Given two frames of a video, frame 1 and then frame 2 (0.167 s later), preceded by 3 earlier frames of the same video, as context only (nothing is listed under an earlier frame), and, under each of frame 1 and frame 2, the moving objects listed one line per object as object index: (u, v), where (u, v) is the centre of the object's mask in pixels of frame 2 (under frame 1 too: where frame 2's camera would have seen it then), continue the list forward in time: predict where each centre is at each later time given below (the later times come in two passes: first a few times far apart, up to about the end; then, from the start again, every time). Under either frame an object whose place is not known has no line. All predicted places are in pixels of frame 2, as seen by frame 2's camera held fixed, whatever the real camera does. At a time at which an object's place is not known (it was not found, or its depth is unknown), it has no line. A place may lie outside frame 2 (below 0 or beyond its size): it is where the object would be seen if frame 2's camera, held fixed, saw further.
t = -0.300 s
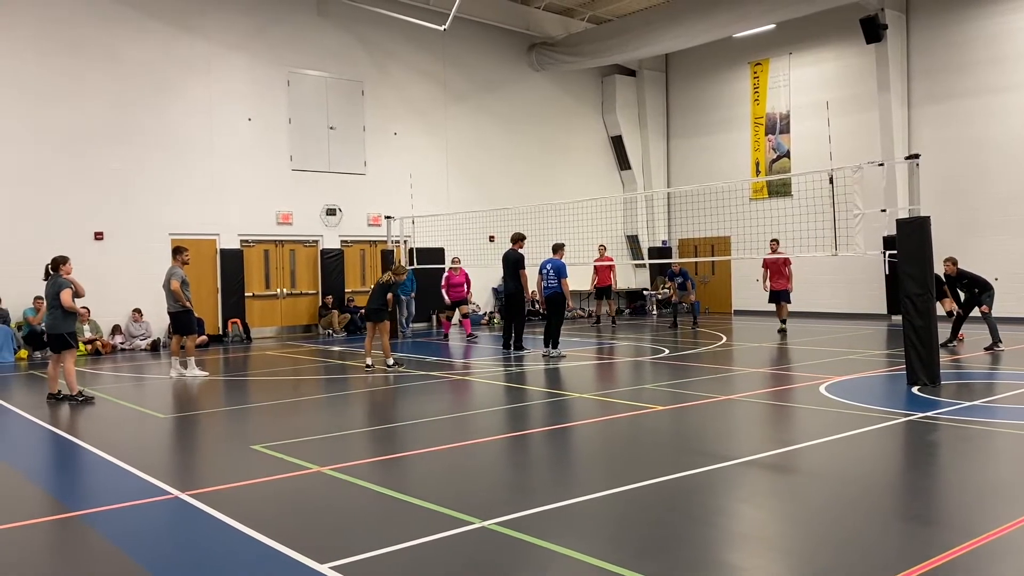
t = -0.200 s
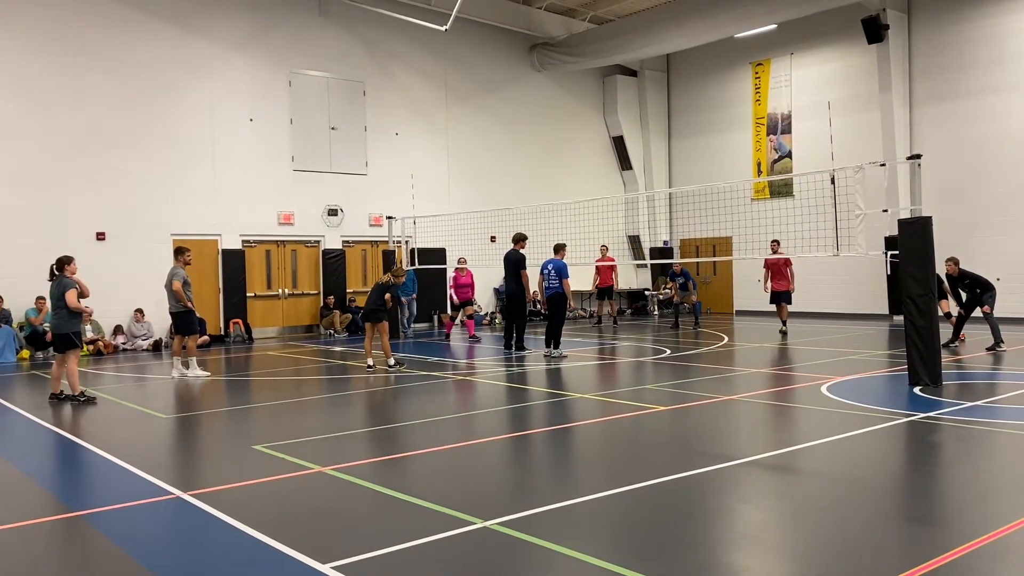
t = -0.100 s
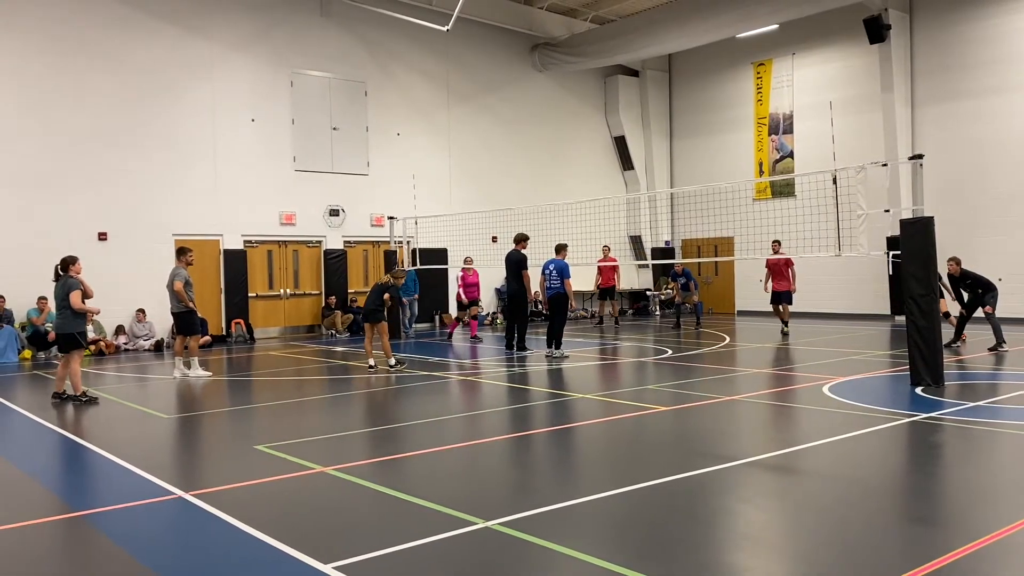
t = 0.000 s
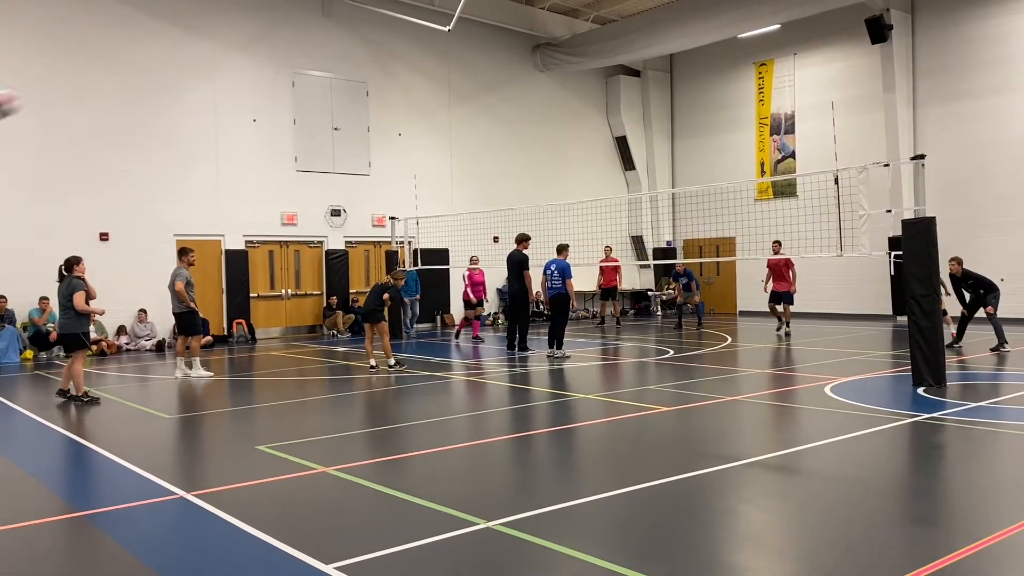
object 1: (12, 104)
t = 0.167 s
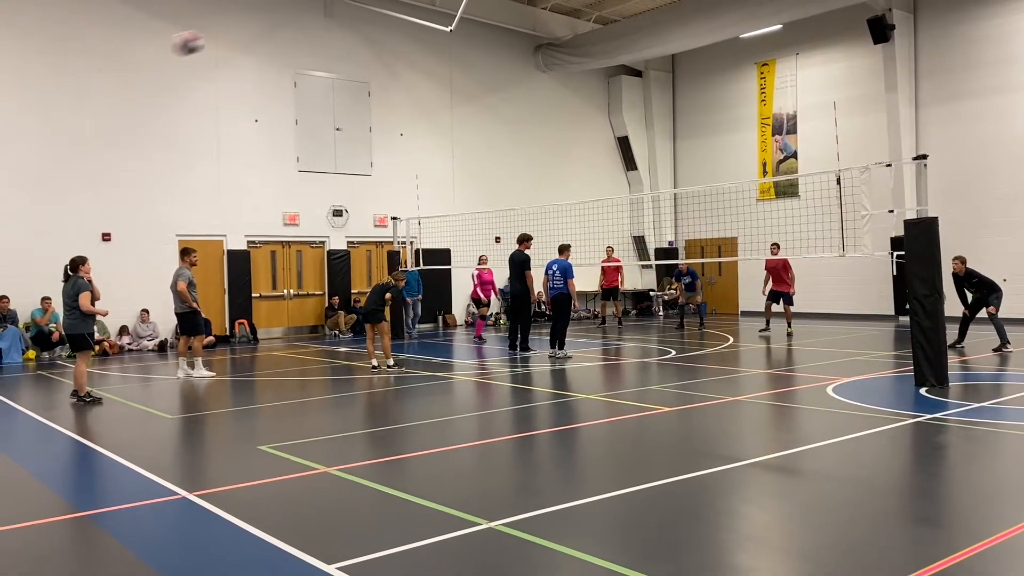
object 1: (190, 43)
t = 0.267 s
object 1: (279, 25)
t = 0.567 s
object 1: (476, 38)
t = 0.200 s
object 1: (220, 35)
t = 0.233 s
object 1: (251, 29)
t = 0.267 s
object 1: (279, 25)
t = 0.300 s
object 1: (304, 22)
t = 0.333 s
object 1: (330, 21)
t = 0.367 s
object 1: (354, 21)
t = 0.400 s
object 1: (377, 21)
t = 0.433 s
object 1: (398, 24)
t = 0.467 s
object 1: (420, 26)
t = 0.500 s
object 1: (440, 29)
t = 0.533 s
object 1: (460, 34)
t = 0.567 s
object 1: (476, 38)
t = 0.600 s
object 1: (493, 44)
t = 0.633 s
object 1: (510, 50)
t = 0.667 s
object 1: (525, 57)
